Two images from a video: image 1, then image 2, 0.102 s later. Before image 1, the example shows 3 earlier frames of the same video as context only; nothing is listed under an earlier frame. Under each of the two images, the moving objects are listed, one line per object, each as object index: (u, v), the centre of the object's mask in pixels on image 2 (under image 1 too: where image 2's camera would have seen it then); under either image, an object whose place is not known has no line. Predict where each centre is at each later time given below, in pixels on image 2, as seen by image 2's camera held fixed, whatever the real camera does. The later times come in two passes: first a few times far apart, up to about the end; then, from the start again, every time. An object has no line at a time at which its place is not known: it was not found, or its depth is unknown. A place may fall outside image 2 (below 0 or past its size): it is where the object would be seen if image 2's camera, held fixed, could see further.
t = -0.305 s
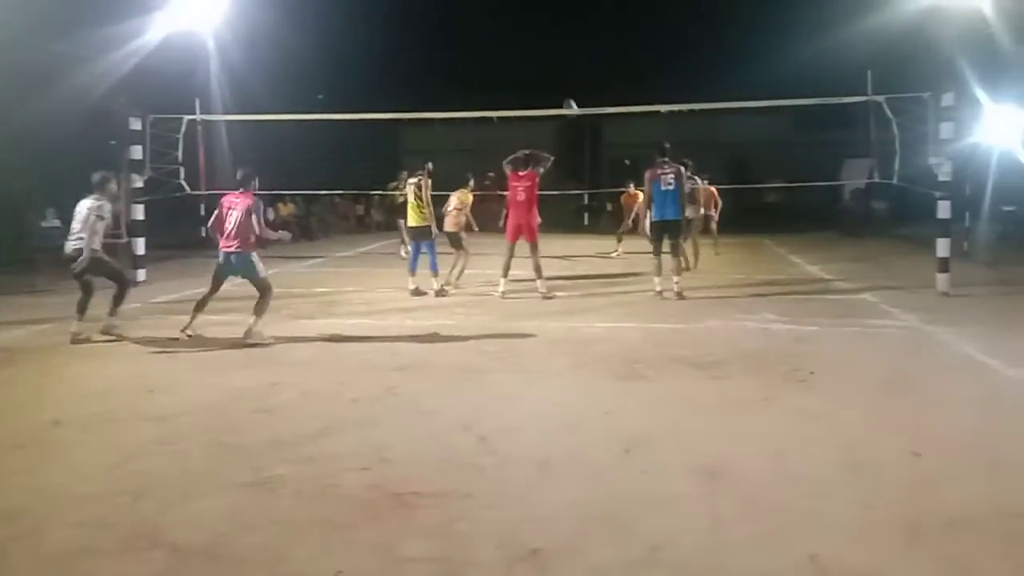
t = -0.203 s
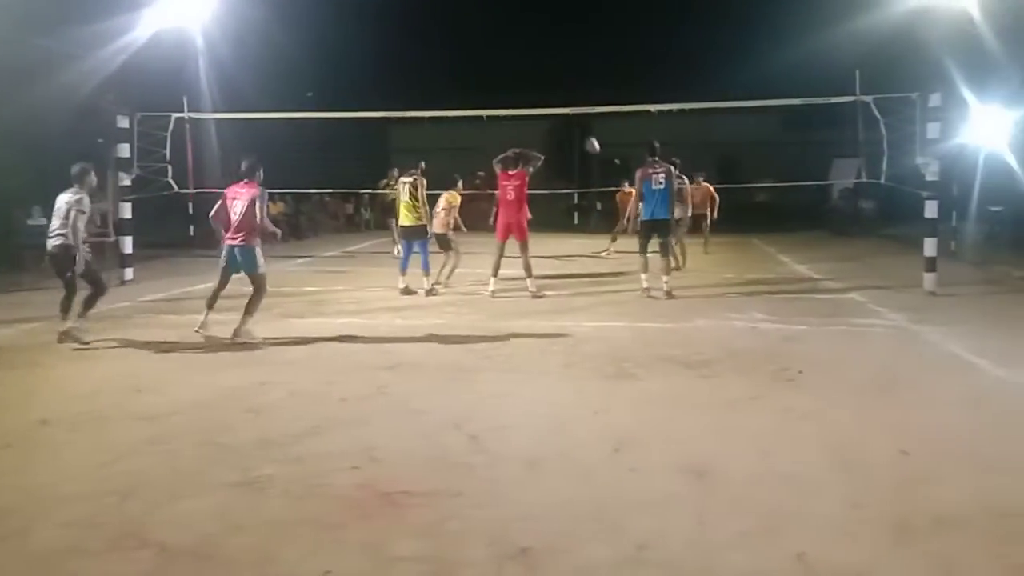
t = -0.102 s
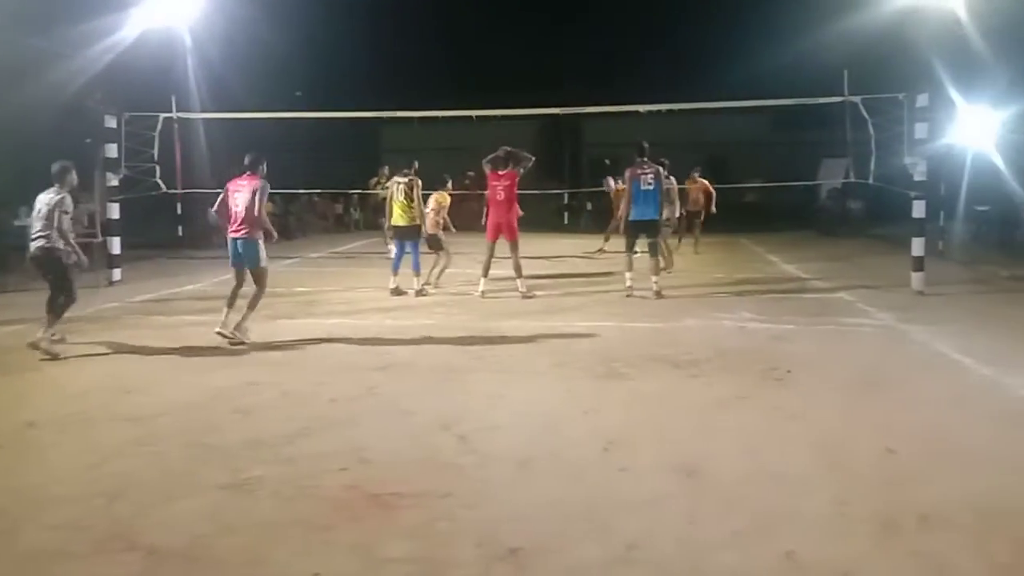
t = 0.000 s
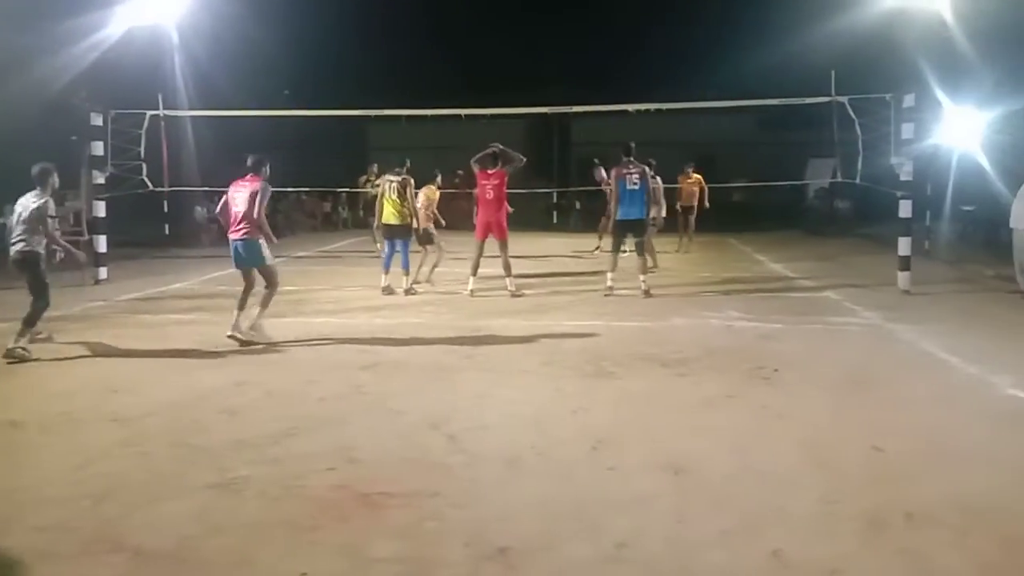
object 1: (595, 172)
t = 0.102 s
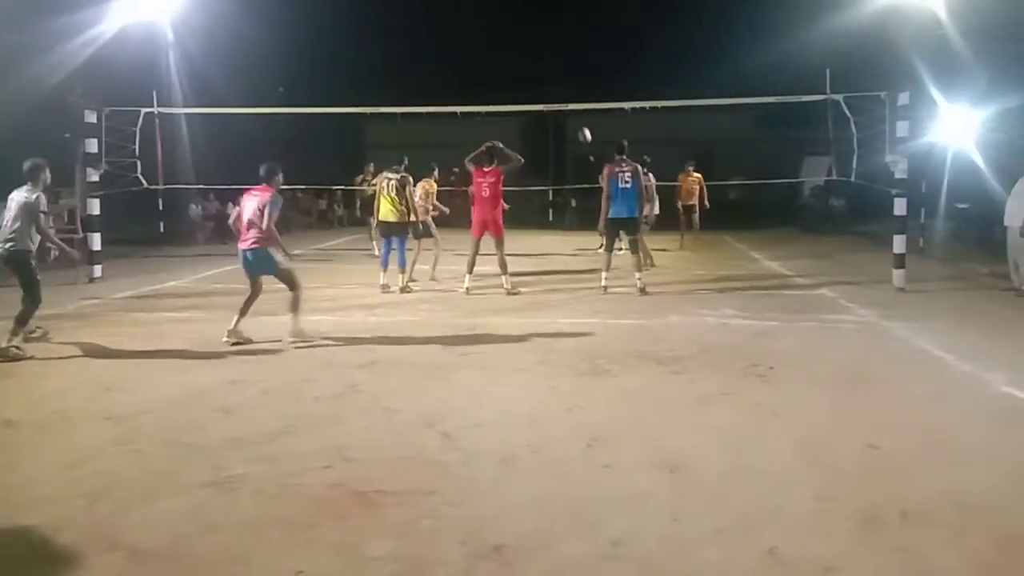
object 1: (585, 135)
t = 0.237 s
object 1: (568, 93)
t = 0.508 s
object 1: (533, 36)
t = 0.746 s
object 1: (500, 19)
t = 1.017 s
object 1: (460, 42)
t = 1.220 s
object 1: (428, 92)
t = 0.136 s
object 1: (580, 124)
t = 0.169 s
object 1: (577, 115)
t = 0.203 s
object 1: (572, 100)
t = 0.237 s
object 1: (568, 93)
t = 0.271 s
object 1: (564, 84)
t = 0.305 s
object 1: (560, 75)
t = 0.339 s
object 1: (556, 67)
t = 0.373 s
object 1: (552, 60)
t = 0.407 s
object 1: (547, 53)
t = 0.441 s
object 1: (543, 47)
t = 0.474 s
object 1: (538, 42)
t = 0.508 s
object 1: (533, 36)
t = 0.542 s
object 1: (529, 32)
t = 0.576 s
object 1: (524, 28)
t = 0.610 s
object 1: (520, 25)
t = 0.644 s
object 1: (515, 22)
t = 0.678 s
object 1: (510, 21)
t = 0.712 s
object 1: (505, 19)
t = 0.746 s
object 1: (500, 19)
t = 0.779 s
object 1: (495, 19)
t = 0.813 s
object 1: (490, 20)
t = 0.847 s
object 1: (485, 22)
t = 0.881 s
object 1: (480, 25)
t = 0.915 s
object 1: (475, 28)
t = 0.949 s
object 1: (470, 32)
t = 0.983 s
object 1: (464, 37)
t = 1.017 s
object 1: (460, 42)
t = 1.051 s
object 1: (454, 49)
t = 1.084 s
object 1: (449, 56)
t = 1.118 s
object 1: (444, 63)
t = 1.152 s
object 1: (439, 72)
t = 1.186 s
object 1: (434, 81)
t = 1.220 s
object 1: (428, 92)
